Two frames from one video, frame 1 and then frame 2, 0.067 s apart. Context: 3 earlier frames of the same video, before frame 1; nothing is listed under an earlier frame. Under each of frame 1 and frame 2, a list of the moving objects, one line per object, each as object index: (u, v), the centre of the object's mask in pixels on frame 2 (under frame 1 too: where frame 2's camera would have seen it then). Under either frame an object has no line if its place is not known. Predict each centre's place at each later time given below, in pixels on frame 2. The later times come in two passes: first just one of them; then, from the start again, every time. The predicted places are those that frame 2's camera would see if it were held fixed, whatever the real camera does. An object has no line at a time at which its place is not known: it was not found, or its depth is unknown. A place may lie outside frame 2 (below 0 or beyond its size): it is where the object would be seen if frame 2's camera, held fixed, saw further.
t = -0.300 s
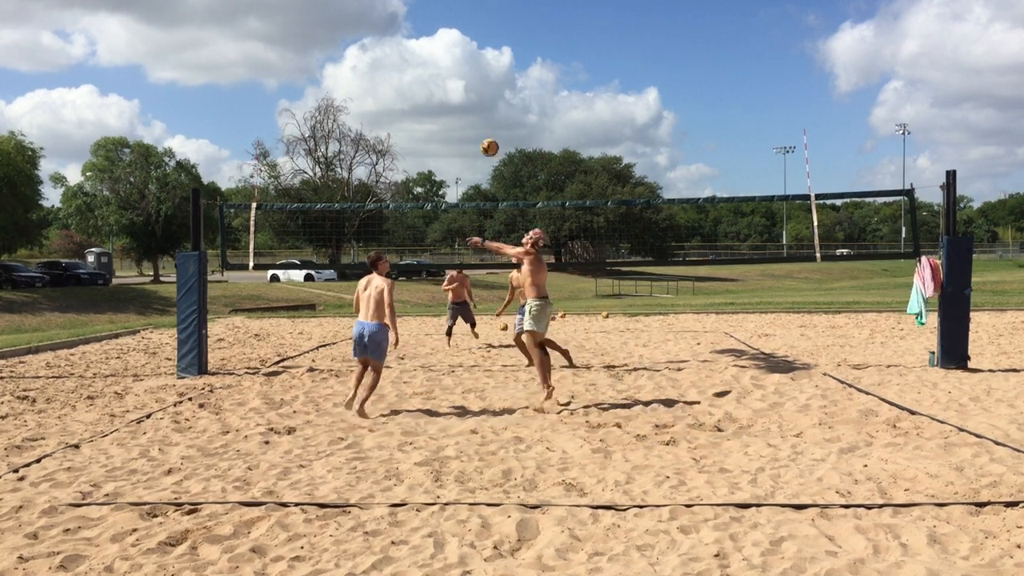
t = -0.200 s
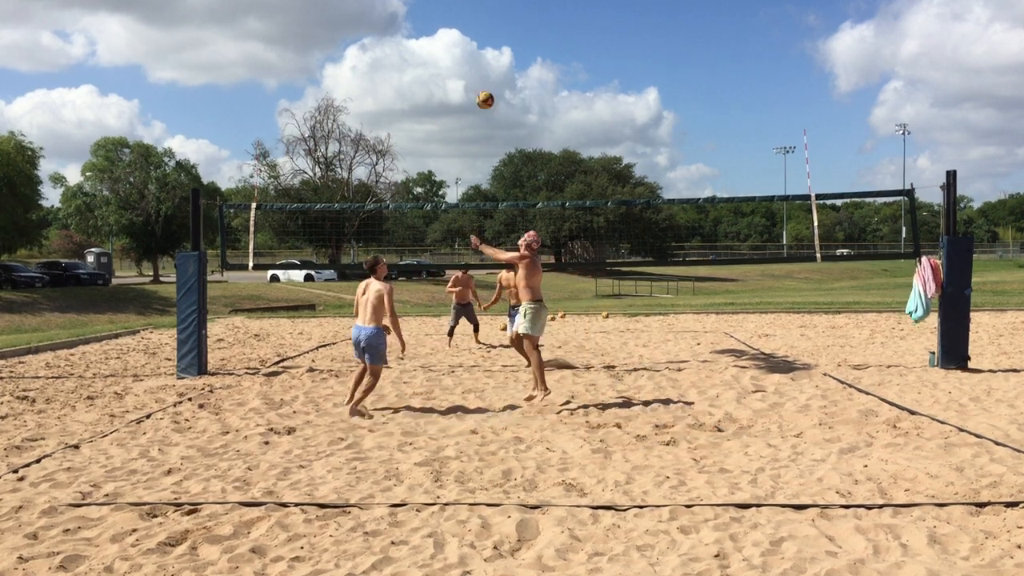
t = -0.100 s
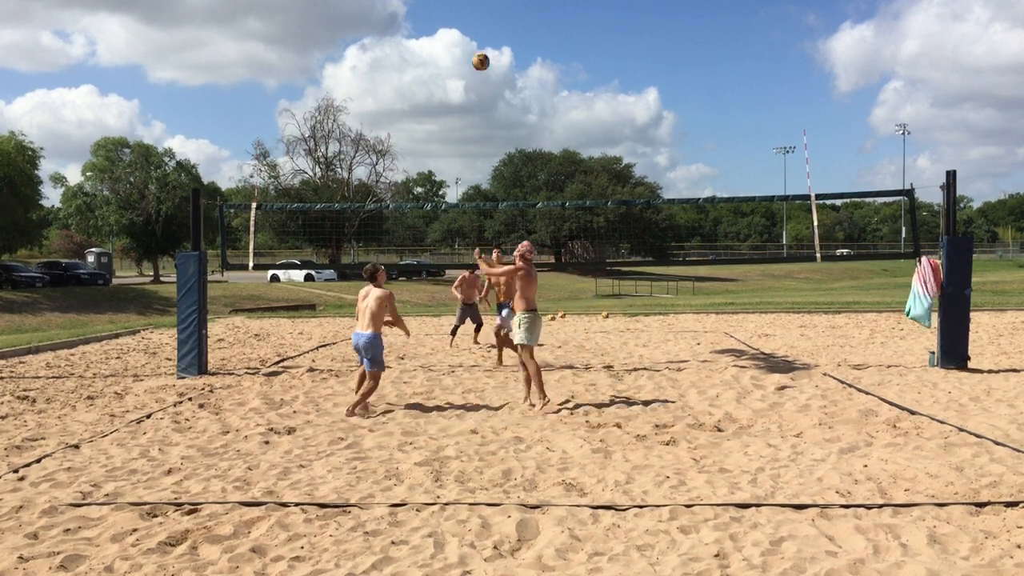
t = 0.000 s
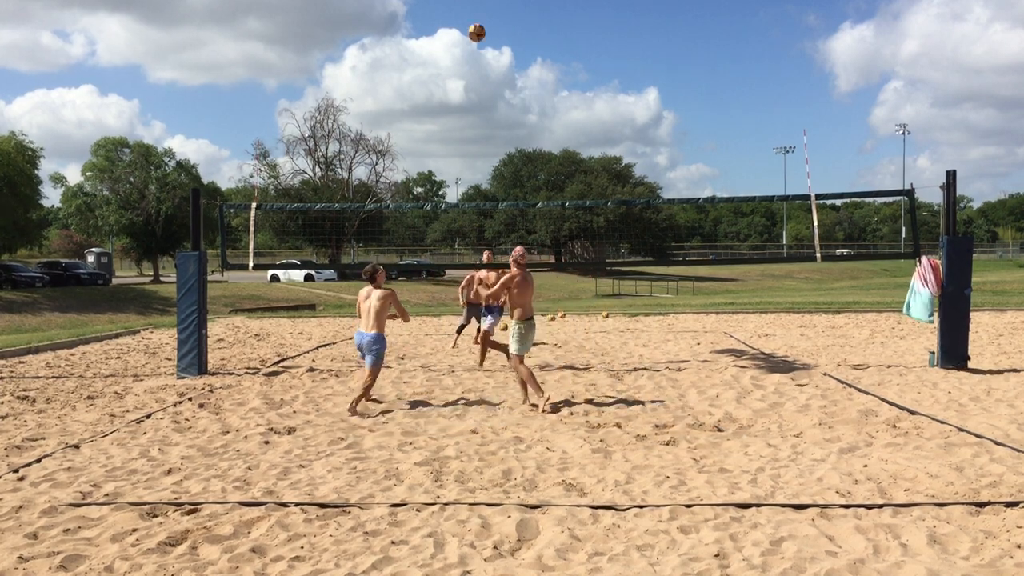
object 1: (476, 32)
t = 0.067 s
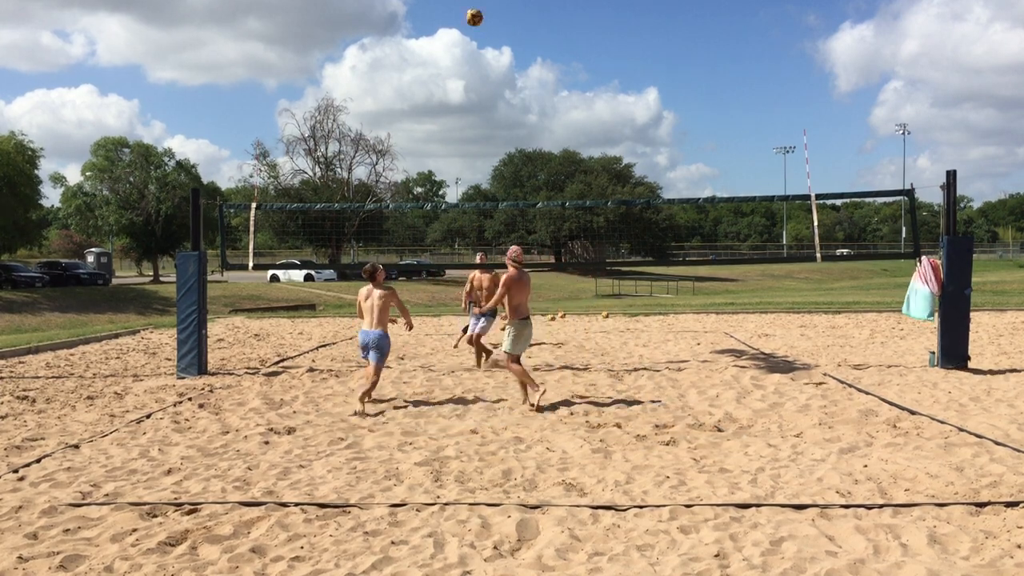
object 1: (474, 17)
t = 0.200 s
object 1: (470, 3)
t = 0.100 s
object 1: (473, 11)
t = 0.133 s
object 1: (472, 7)
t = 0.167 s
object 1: (471, 4)
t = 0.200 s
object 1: (470, 3)
